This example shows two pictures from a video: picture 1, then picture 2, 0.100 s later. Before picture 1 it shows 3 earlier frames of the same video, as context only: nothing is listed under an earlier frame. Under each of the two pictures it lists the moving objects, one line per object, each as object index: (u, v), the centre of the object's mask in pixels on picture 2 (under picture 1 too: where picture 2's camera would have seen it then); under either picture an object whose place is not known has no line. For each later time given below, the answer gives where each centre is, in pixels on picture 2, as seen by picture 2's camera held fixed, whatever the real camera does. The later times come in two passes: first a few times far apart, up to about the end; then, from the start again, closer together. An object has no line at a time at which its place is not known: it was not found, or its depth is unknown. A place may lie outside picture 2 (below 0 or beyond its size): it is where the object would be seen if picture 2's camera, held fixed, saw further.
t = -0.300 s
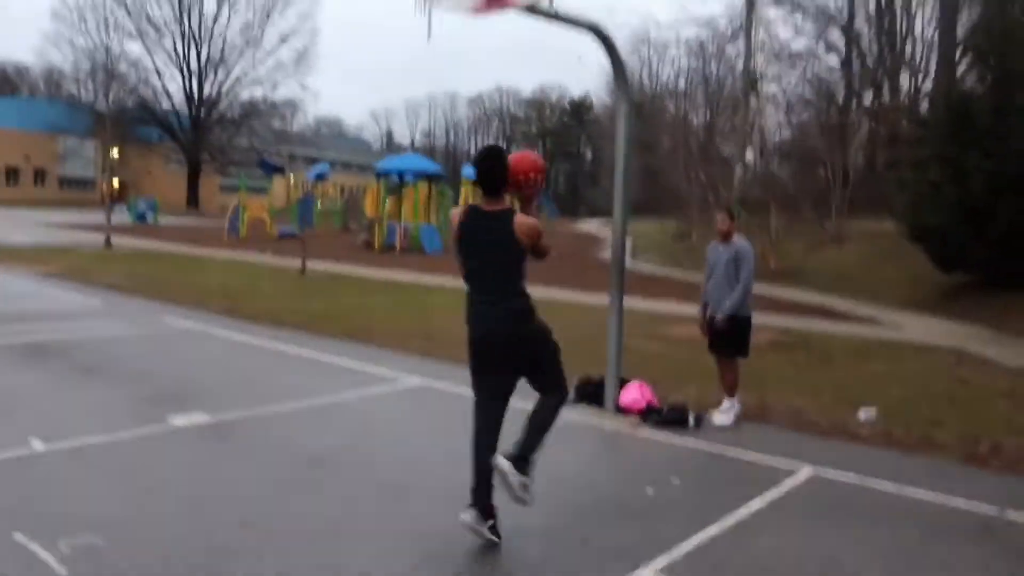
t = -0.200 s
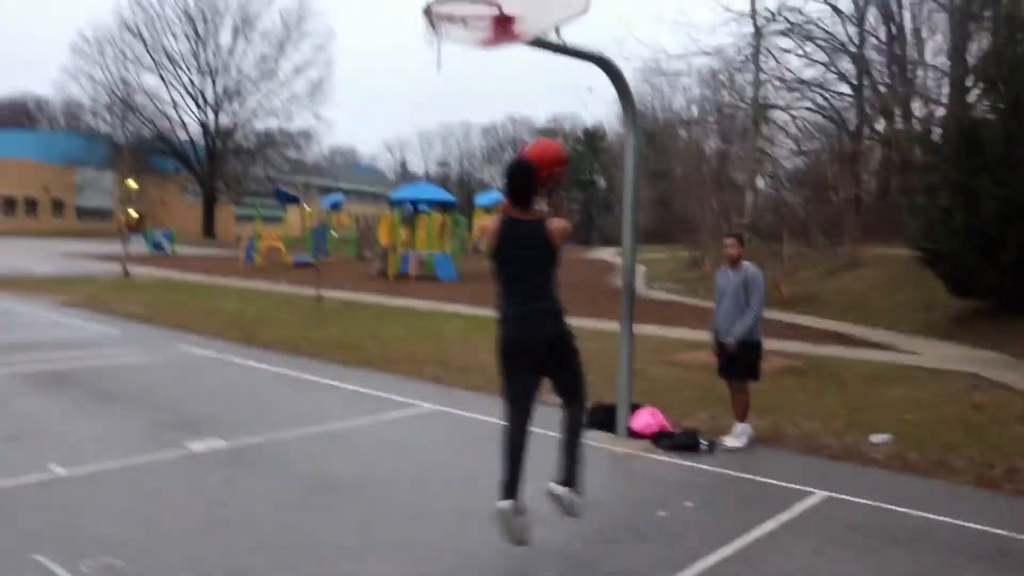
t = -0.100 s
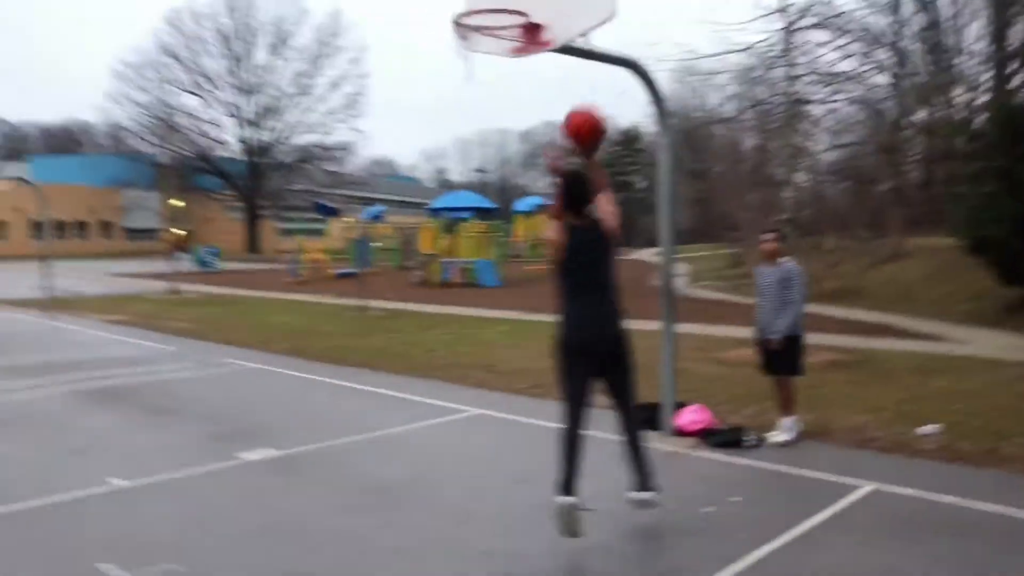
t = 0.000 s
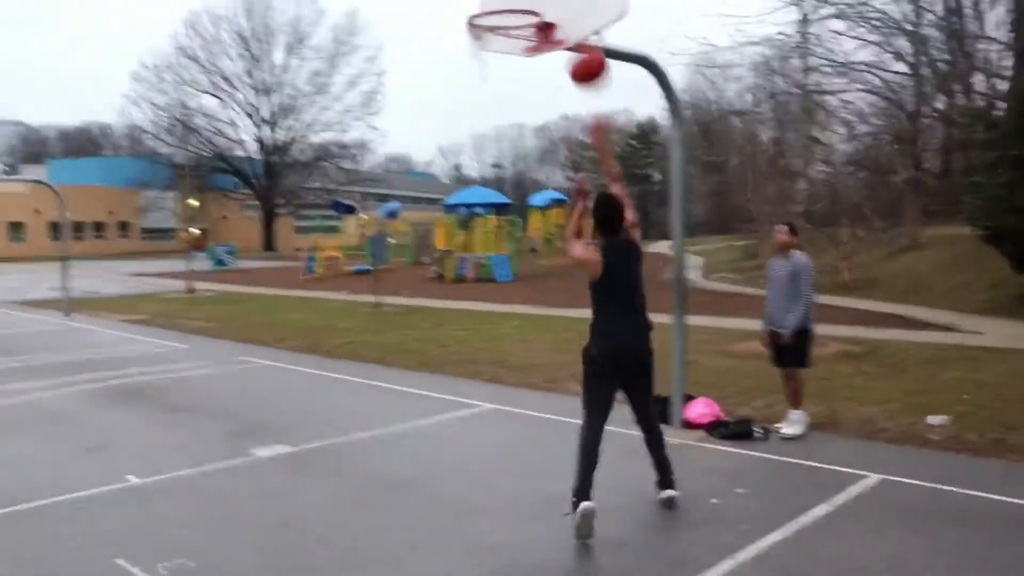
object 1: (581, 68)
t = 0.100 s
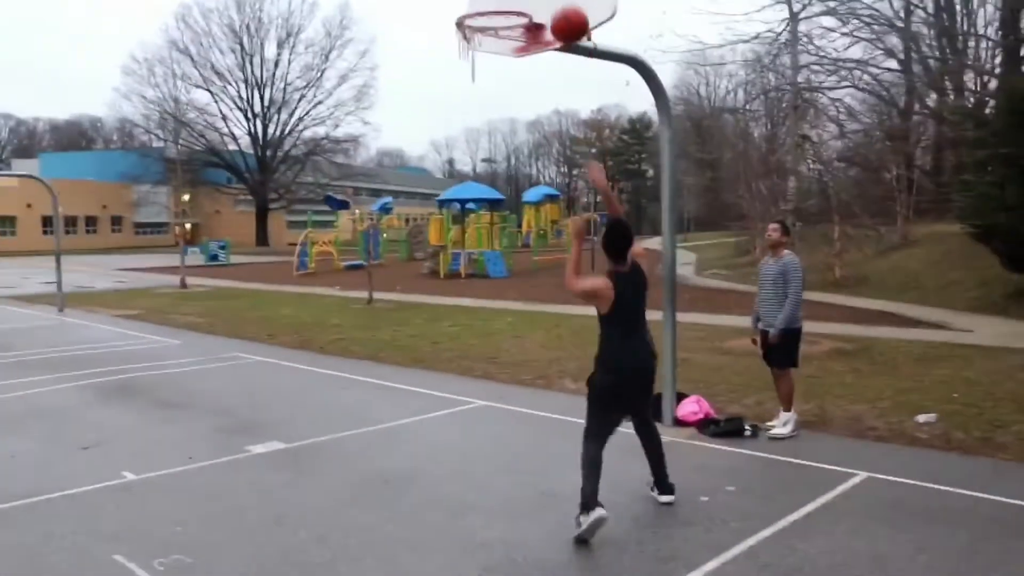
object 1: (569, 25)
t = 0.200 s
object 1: (562, -2)
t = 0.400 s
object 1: (529, -1)
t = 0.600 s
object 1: (496, 21)
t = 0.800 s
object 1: (467, 102)
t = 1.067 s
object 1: (435, 299)
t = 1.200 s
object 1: (410, 436)
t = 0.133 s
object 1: (567, 14)
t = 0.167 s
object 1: (564, 5)
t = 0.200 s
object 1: (562, -2)
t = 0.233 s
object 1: (560, -3)
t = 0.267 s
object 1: (561, -4)
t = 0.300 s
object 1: (554, -5)
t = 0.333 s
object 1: (546, -7)
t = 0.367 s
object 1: (540, -4)
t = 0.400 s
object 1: (529, -1)
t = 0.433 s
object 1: (523, -1)
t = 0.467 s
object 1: (518, 1)
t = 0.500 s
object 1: (509, 2)
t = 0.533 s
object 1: (504, 7)
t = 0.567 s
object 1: (500, 14)
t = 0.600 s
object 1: (496, 21)
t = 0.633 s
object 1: (489, 29)
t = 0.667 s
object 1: (484, 40)
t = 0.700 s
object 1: (479, 53)
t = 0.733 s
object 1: (472, 68)
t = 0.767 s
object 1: (468, 85)
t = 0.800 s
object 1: (467, 102)
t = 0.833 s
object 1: (464, 121)
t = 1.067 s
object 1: (435, 299)
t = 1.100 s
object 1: (425, 332)
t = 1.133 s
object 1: (422, 363)
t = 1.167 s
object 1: (417, 398)
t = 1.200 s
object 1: (410, 436)
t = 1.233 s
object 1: (404, 466)
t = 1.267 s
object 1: (401, 447)
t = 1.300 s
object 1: (397, 426)
